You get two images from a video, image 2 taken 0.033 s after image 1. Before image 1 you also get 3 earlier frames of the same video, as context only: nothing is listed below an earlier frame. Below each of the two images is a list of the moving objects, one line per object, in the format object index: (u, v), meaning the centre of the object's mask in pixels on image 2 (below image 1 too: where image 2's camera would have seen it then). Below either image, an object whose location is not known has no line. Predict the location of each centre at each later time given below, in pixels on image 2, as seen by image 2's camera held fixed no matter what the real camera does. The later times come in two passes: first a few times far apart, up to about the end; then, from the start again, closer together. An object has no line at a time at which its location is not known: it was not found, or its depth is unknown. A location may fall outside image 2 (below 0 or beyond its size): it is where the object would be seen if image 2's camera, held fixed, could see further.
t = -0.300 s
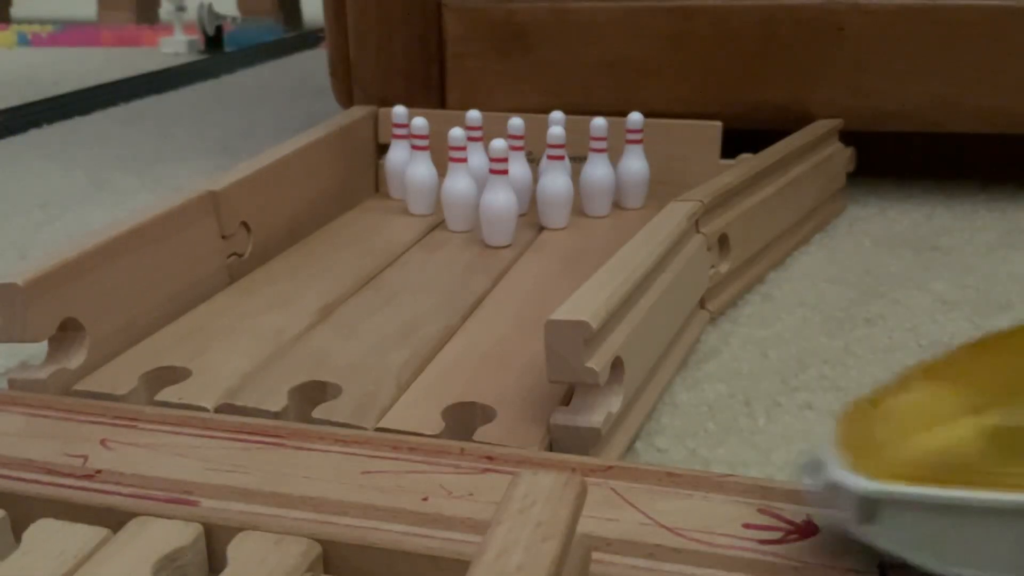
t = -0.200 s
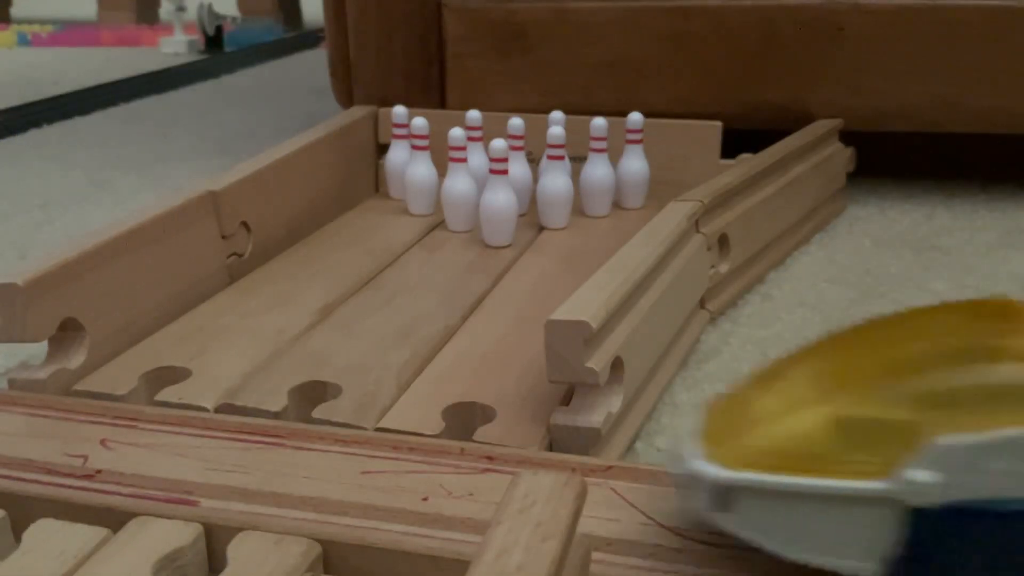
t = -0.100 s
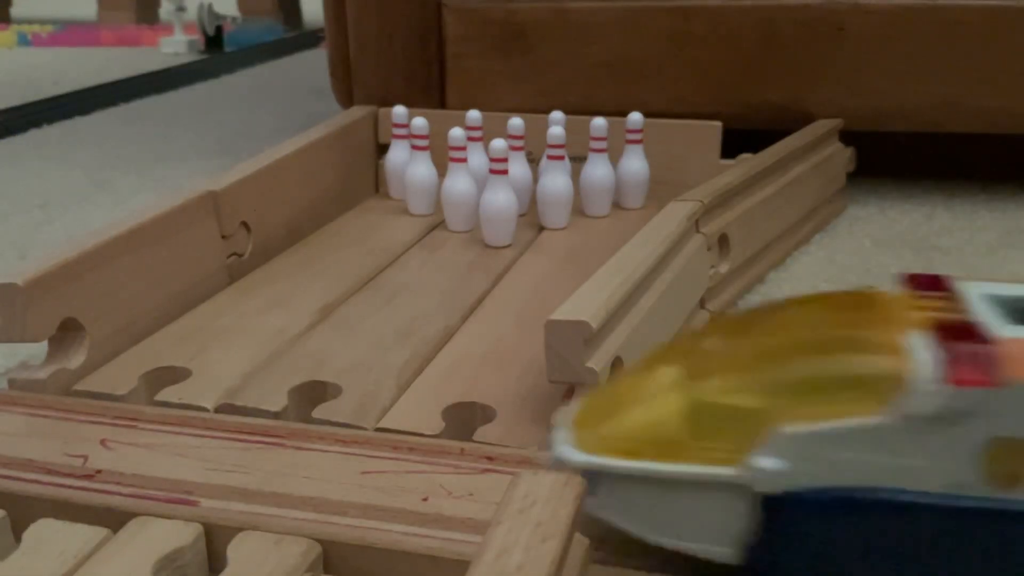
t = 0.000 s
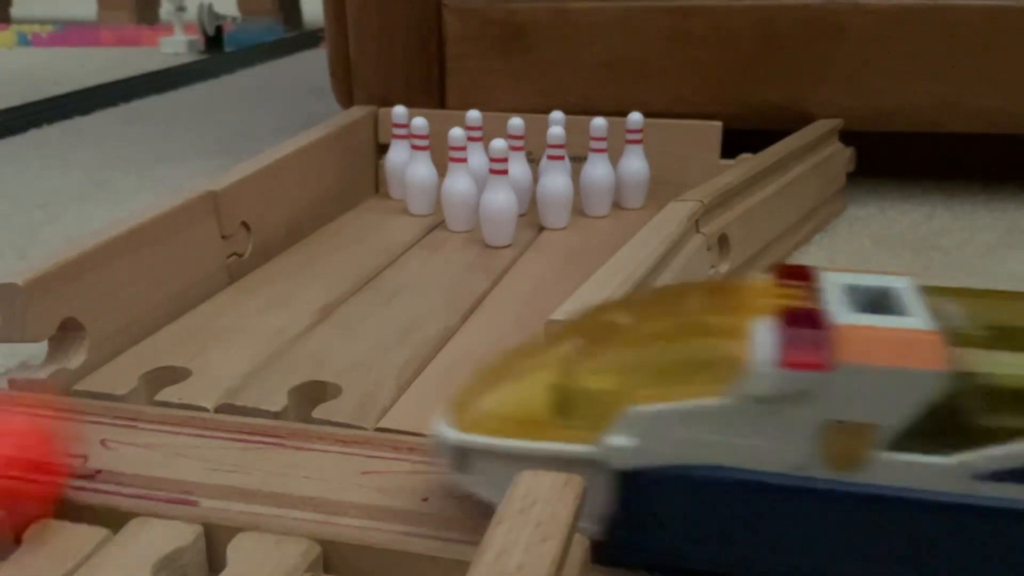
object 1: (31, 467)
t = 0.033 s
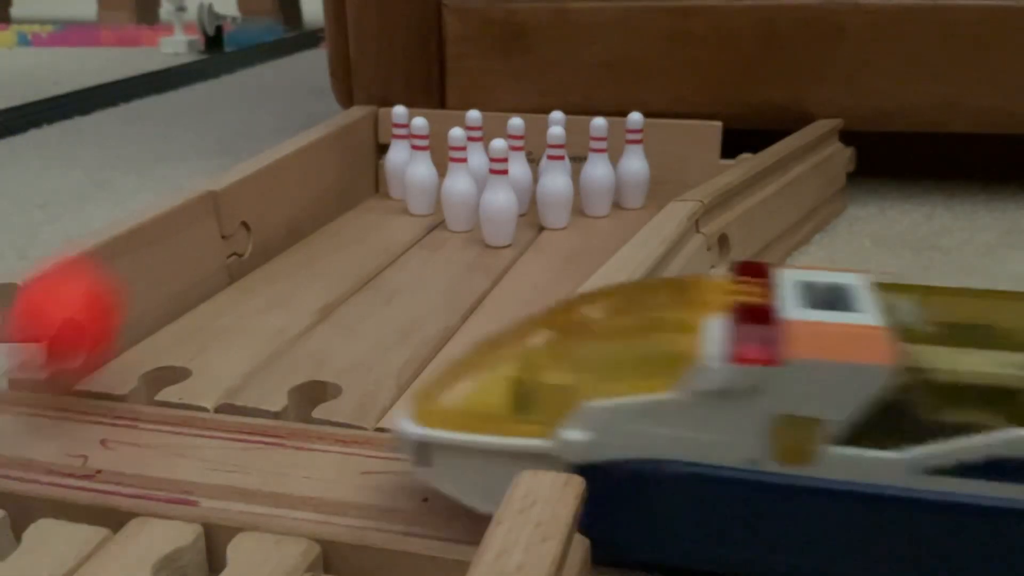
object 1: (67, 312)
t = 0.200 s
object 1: (408, 194)
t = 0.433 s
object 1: (395, 181)
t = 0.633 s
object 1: (392, 178)
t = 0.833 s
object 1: (387, 176)
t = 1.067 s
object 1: (396, 178)
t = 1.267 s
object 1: (391, 178)
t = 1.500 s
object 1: (398, 176)
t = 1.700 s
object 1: (402, 176)
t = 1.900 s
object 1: (396, 177)
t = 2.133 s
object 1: (389, 177)
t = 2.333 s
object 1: (391, 176)
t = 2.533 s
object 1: (398, 177)
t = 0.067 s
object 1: (129, 237)
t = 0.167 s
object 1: (364, 202)
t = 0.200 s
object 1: (408, 194)
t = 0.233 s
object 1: (402, 195)
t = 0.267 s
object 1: (398, 193)
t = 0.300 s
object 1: (396, 189)
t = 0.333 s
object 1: (397, 186)
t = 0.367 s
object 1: (399, 182)
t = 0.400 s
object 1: (398, 181)
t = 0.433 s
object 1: (395, 181)
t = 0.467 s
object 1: (394, 181)
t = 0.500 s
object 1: (393, 180)
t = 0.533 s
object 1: (392, 179)
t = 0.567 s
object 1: (392, 179)
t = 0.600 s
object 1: (392, 178)
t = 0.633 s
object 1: (392, 178)
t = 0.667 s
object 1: (392, 177)
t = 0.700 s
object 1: (390, 177)
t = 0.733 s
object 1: (390, 176)
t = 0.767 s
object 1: (389, 175)
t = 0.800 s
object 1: (388, 176)
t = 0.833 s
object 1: (387, 176)
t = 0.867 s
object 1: (386, 177)
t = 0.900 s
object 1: (386, 177)
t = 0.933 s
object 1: (387, 177)
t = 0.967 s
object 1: (390, 178)
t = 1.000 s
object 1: (393, 178)
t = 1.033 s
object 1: (396, 178)
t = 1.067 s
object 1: (396, 178)
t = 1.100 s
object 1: (395, 178)
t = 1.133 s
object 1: (392, 178)
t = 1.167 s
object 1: (390, 178)
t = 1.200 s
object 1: (389, 178)
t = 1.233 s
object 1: (389, 178)
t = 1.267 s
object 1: (391, 178)
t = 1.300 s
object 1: (395, 178)
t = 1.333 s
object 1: (397, 178)
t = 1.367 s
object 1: (398, 178)
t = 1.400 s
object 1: (398, 177)
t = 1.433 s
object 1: (397, 177)
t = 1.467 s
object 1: (397, 176)
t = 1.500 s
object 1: (398, 176)
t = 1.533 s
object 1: (399, 176)
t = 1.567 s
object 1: (400, 177)
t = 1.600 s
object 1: (401, 176)
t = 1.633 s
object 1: (402, 177)
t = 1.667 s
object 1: (402, 177)
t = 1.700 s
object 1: (402, 176)
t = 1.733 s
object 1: (401, 176)
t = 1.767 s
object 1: (400, 176)
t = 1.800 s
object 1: (399, 176)
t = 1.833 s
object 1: (398, 176)
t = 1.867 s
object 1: (397, 177)
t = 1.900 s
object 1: (396, 177)
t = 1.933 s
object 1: (395, 177)
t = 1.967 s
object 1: (394, 177)
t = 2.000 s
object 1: (393, 177)
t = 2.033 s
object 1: (392, 176)
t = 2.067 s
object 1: (391, 176)
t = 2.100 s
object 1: (390, 176)
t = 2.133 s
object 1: (389, 177)
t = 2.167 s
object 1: (388, 177)
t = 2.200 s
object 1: (388, 177)
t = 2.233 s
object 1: (388, 177)
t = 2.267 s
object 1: (389, 176)
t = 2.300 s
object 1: (390, 176)
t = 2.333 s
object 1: (391, 176)
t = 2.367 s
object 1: (392, 177)
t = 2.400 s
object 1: (393, 177)
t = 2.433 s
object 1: (395, 177)
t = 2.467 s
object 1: (396, 177)
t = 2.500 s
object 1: (398, 177)
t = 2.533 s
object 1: (398, 177)
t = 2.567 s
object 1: (399, 177)
